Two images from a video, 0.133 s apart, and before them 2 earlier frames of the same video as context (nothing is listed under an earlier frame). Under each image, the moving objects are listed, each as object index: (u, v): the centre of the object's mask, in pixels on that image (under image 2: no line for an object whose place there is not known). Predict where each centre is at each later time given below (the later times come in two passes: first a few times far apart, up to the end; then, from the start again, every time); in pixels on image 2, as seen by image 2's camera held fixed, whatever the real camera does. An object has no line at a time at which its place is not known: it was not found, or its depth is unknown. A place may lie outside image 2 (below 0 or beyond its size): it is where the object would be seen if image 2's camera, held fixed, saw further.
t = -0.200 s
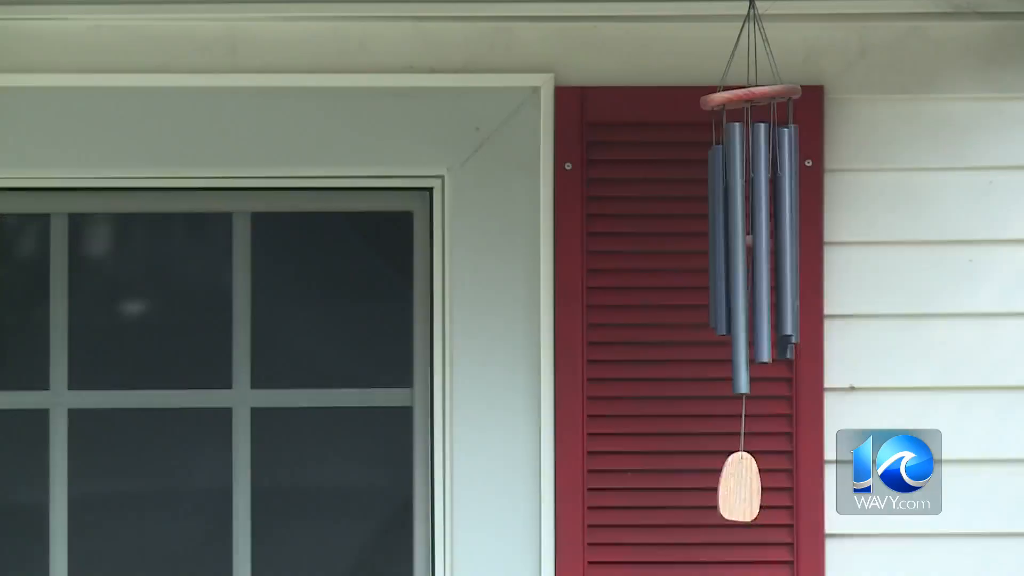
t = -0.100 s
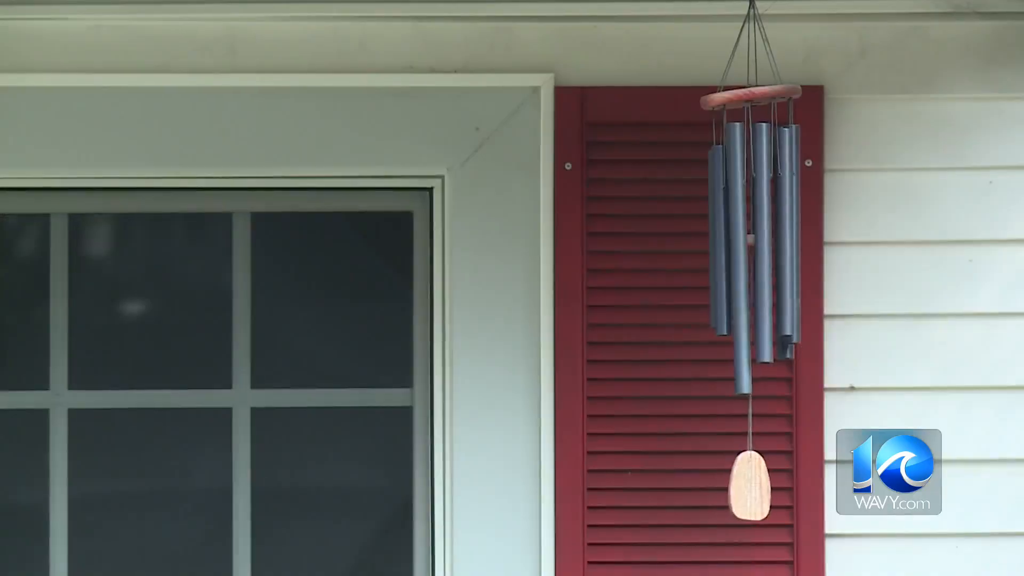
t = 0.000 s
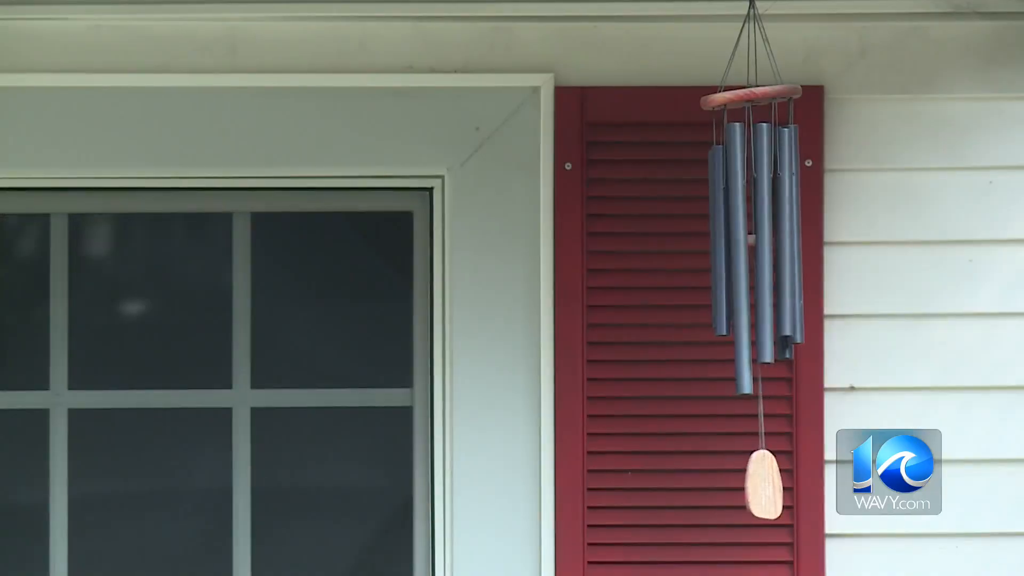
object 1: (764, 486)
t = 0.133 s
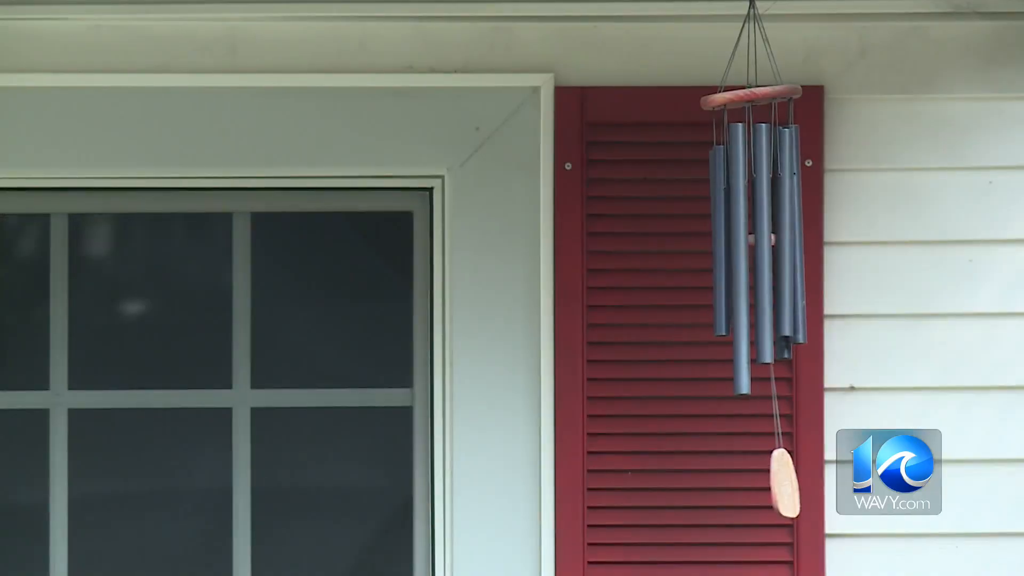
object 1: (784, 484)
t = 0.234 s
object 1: (798, 483)
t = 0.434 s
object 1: (800, 486)
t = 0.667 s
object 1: (770, 489)
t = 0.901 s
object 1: (734, 488)
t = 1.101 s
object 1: (733, 486)
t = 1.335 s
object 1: (773, 484)
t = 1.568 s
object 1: (801, 486)
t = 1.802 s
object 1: (776, 489)
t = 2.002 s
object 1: (733, 489)
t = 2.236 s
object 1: (711, 485)
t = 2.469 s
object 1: (739, 485)
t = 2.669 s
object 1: (777, 487)
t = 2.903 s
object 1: (792, 487)
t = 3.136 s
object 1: (762, 489)
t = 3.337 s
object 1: (726, 489)
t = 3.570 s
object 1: (716, 487)
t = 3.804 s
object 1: (749, 487)
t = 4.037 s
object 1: (784, 487)
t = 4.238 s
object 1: (791, 488)
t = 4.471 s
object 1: (764, 489)
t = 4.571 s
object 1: (746, 490)
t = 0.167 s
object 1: (789, 483)
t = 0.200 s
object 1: (794, 483)
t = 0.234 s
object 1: (798, 483)
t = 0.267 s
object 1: (801, 483)
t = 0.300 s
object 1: (803, 483)
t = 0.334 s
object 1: (804, 483)
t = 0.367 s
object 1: (804, 484)
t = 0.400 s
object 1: (803, 485)
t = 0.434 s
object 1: (800, 486)
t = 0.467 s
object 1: (797, 486)
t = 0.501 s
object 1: (794, 487)
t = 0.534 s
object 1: (790, 487)
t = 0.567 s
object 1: (786, 488)
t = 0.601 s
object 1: (781, 488)
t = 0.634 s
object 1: (776, 489)
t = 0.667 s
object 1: (770, 489)
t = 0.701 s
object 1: (765, 489)
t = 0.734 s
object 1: (759, 490)
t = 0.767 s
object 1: (753, 490)
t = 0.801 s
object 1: (747, 489)
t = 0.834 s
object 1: (742, 489)
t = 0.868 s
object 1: (738, 489)
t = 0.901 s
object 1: (734, 488)
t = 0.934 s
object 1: (731, 488)
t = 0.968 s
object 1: (729, 487)
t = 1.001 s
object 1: (728, 487)
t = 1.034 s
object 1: (728, 487)
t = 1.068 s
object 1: (730, 486)
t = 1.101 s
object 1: (733, 486)
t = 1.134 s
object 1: (737, 485)
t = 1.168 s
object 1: (741, 485)
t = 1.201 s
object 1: (747, 485)
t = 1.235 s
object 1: (753, 484)
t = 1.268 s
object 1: (760, 484)
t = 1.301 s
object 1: (767, 484)
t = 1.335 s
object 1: (773, 484)
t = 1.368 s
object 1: (780, 484)
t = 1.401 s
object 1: (786, 484)
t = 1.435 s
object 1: (791, 484)
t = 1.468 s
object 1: (795, 485)
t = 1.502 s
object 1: (798, 485)
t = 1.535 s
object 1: (800, 486)
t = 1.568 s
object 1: (801, 486)
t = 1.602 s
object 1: (800, 486)
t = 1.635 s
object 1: (799, 486)
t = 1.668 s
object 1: (796, 487)
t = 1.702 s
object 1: (792, 487)
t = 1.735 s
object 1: (787, 488)
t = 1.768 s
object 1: (782, 488)
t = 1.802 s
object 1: (776, 489)
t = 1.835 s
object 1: (769, 489)
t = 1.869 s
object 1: (761, 489)
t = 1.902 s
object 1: (754, 490)
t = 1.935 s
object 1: (747, 490)
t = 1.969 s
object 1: (739, 489)
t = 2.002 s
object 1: (733, 489)
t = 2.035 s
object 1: (727, 488)
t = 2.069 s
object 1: (721, 488)
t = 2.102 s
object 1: (717, 487)
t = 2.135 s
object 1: (714, 487)
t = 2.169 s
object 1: (711, 486)
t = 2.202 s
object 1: (710, 485)
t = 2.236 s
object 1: (711, 485)
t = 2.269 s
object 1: (712, 485)
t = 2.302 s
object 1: (714, 484)
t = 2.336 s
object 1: (717, 484)
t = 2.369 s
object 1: (722, 484)
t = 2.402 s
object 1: (727, 484)
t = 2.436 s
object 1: (733, 485)
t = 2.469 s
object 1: (739, 485)
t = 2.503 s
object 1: (746, 486)
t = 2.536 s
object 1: (752, 486)
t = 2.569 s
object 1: (759, 486)
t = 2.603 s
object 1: (765, 486)
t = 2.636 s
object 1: (771, 487)
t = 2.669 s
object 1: (777, 487)
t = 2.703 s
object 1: (781, 487)
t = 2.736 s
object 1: (785, 487)
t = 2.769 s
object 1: (788, 487)
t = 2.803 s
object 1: (791, 487)
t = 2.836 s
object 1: (792, 487)
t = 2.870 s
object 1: (792, 487)
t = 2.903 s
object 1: (792, 487)
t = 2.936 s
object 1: (790, 488)
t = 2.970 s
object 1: (787, 488)
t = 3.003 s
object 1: (783, 488)
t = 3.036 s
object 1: (779, 489)
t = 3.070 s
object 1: (774, 489)
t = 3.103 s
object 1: (768, 489)
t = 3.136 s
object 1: (762, 489)
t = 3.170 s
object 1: (756, 489)
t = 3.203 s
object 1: (749, 489)
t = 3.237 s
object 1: (743, 489)
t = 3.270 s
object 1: (737, 489)
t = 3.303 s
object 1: (731, 489)
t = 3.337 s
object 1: (726, 489)
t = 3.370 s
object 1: (722, 488)
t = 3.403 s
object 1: (719, 488)
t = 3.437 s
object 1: (716, 488)
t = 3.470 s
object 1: (715, 487)
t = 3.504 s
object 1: (714, 487)
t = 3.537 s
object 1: (715, 487)
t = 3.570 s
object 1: (716, 487)
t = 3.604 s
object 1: (719, 487)
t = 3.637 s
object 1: (722, 487)
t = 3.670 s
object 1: (726, 487)
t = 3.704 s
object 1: (731, 487)
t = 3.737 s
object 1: (737, 487)
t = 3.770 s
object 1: (742, 488)
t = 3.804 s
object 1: (749, 487)
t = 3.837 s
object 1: (755, 488)
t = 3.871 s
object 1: (760, 488)
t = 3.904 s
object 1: (766, 488)
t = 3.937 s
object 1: (771, 487)
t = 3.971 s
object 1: (776, 488)
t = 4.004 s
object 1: (781, 487)
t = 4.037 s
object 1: (784, 487)
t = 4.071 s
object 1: (787, 487)
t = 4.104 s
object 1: (789, 487)
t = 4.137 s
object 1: (791, 487)
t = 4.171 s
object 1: (792, 487)
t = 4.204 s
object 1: (792, 487)
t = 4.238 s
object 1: (791, 488)
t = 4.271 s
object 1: (789, 488)
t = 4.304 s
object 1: (787, 488)
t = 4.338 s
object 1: (784, 488)
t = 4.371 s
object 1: (779, 489)
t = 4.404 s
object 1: (775, 489)
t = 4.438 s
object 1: (770, 489)
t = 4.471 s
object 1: (764, 489)
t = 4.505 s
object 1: (758, 490)
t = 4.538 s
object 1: (752, 490)
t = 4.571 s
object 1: (746, 490)
